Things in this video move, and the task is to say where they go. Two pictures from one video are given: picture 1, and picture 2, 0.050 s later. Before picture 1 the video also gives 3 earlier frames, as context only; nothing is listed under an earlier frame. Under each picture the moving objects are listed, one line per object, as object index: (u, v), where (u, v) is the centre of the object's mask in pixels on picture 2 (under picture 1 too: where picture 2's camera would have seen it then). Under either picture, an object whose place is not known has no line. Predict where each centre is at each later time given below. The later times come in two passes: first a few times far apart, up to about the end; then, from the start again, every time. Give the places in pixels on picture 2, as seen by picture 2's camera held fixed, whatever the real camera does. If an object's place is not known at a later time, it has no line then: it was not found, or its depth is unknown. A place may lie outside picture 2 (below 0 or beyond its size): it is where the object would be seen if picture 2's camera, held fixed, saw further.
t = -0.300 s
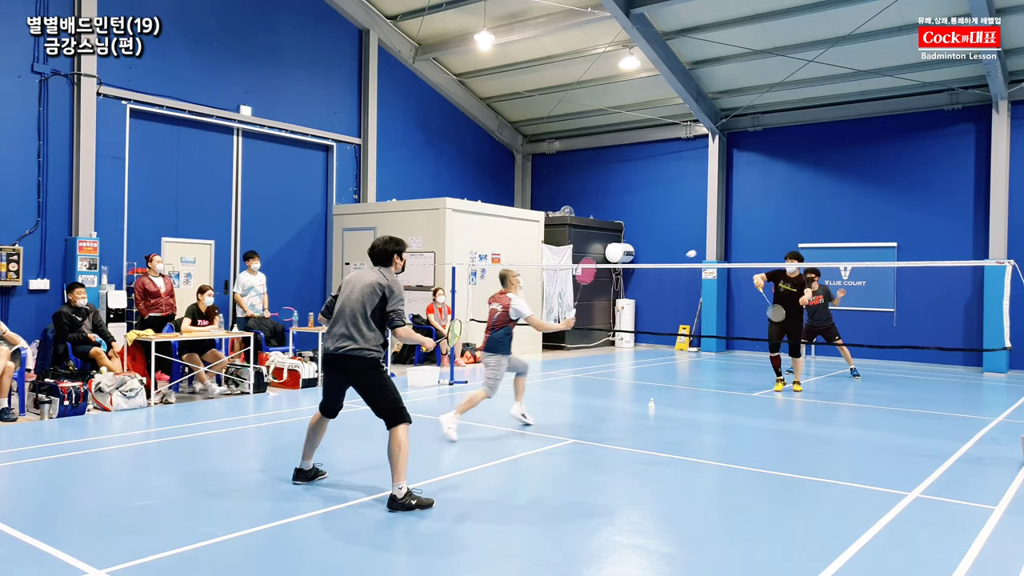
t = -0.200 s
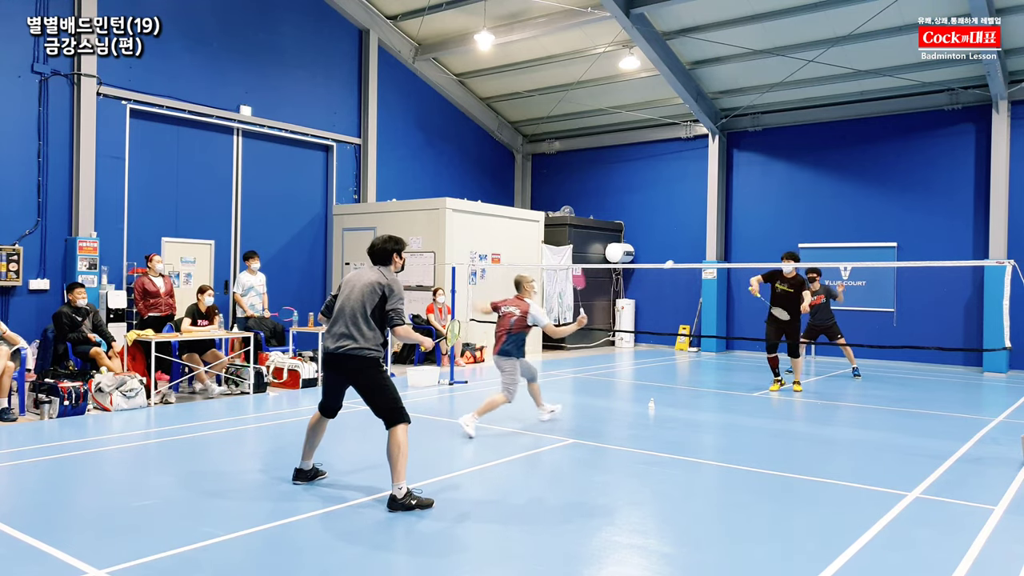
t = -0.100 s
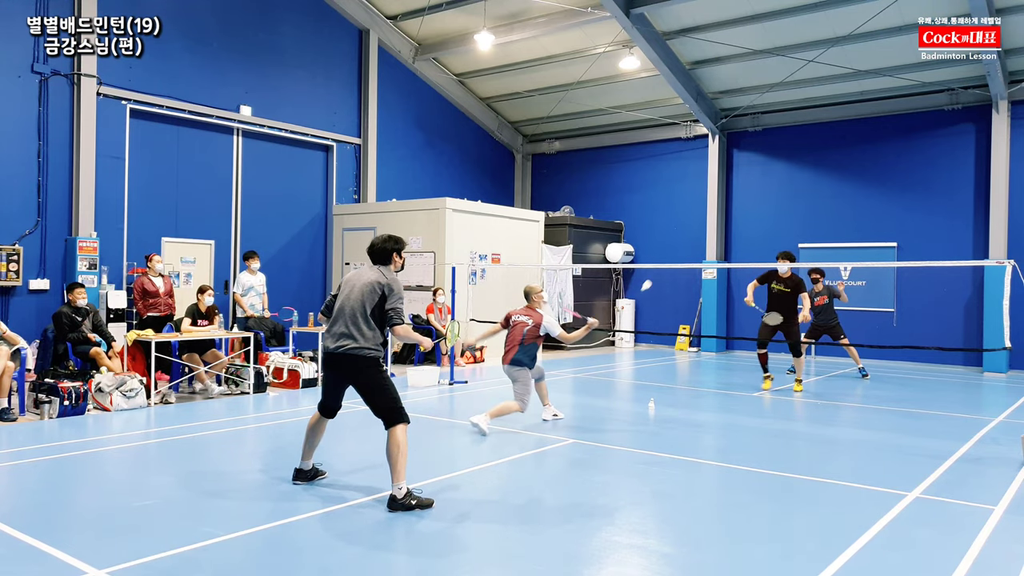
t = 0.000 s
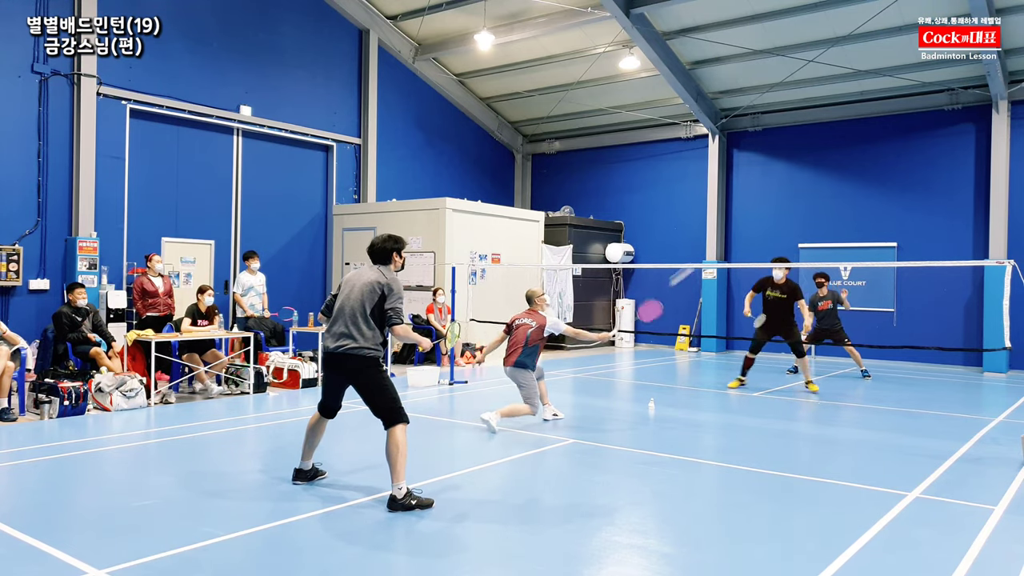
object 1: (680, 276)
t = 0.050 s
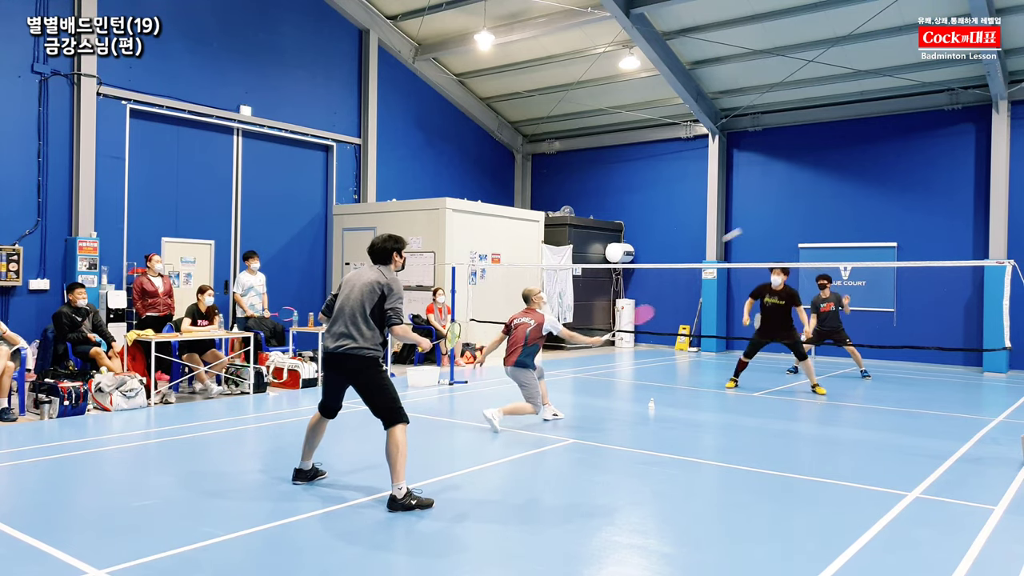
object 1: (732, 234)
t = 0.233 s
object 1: (846, 183)
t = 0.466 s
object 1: (920, 178)
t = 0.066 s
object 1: (747, 227)
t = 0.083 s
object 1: (761, 222)
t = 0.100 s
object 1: (773, 215)
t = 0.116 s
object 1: (784, 209)
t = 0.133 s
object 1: (795, 204)
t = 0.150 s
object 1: (804, 199)
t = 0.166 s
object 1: (814, 195)
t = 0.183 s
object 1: (822, 191)
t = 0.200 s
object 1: (831, 188)
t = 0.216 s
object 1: (838, 185)
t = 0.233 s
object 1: (846, 183)
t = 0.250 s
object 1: (852, 181)
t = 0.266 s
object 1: (859, 180)
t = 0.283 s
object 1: (866, 178)
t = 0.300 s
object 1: (872, 177)
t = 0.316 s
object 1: (877, 176)
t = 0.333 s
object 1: (883, 175)
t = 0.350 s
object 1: (888, 174)
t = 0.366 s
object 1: (893, 174)
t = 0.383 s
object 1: (898, 174)
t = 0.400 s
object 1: (903, 174)
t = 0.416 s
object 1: (907, 175)
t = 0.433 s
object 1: (912, 176)
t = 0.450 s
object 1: (916, 177)
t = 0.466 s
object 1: (920, 178)
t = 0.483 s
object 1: (924, 179)
